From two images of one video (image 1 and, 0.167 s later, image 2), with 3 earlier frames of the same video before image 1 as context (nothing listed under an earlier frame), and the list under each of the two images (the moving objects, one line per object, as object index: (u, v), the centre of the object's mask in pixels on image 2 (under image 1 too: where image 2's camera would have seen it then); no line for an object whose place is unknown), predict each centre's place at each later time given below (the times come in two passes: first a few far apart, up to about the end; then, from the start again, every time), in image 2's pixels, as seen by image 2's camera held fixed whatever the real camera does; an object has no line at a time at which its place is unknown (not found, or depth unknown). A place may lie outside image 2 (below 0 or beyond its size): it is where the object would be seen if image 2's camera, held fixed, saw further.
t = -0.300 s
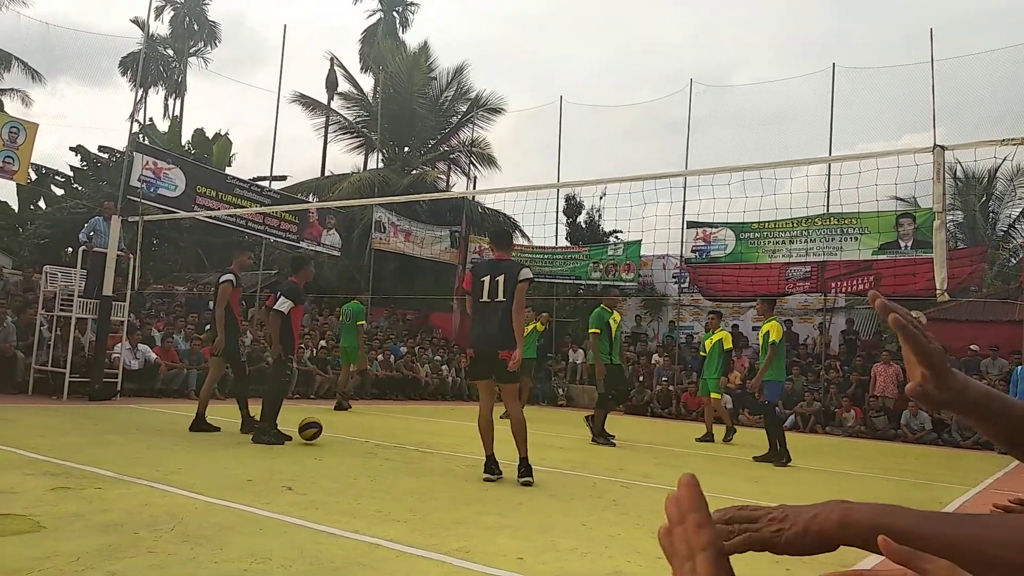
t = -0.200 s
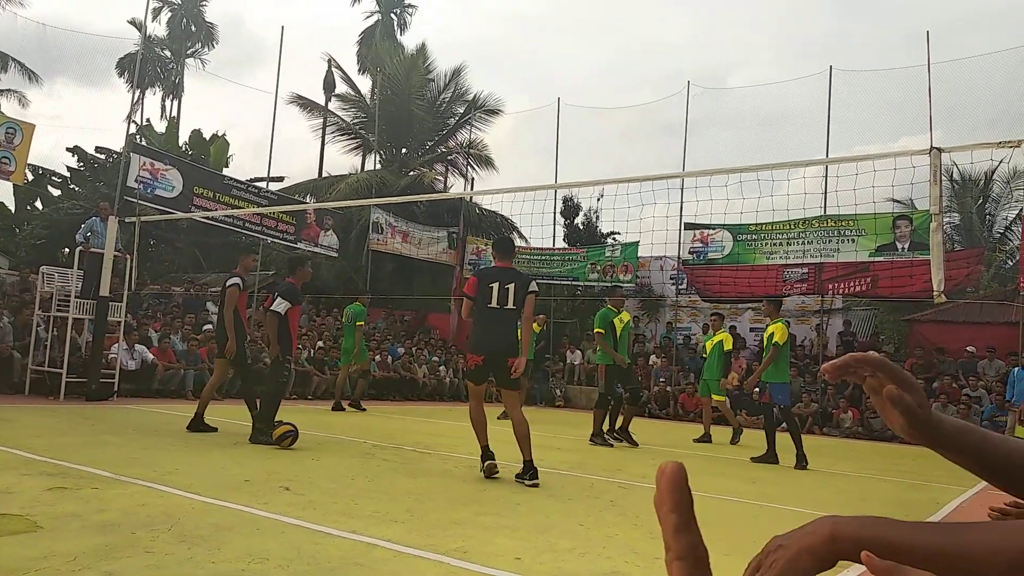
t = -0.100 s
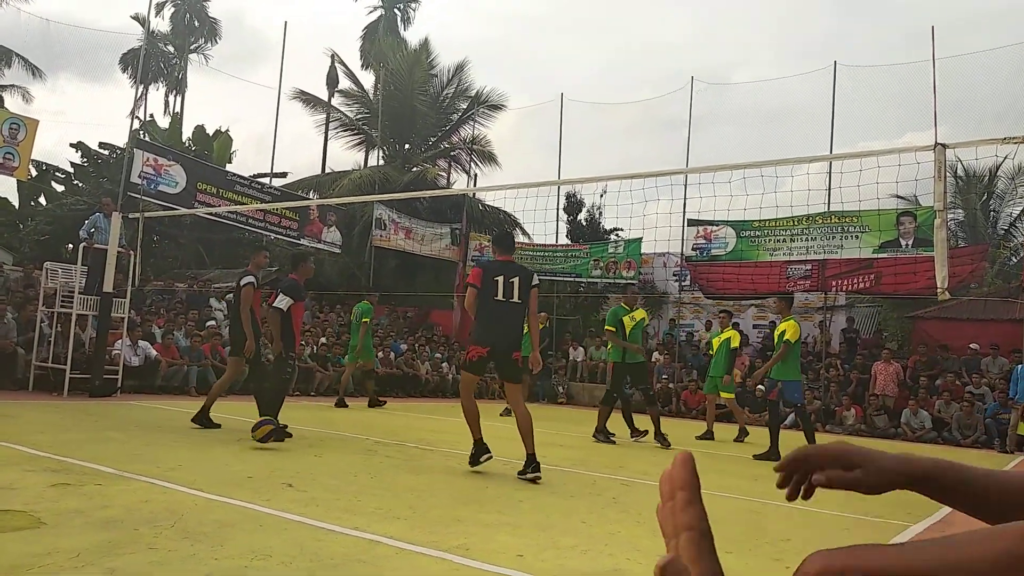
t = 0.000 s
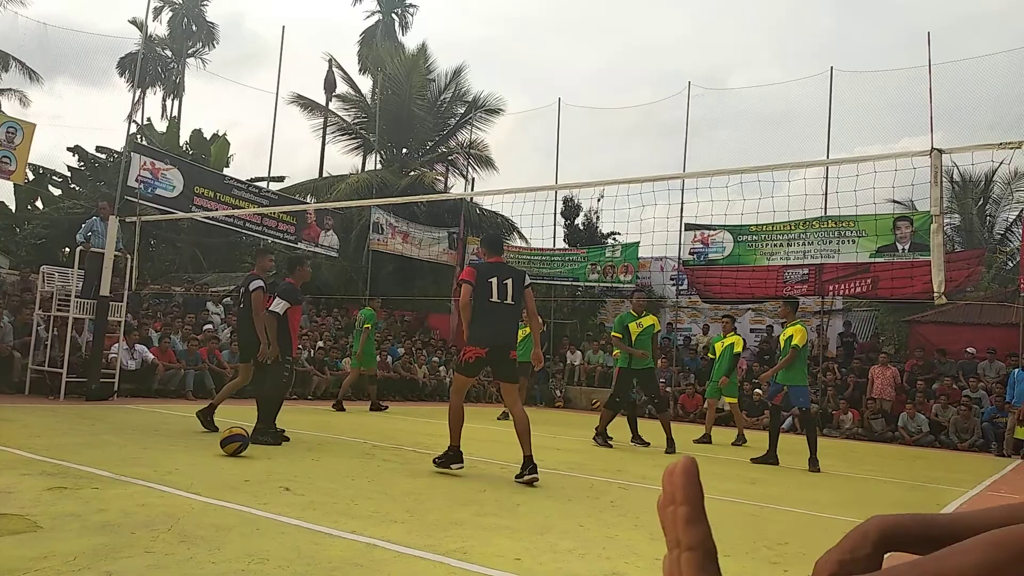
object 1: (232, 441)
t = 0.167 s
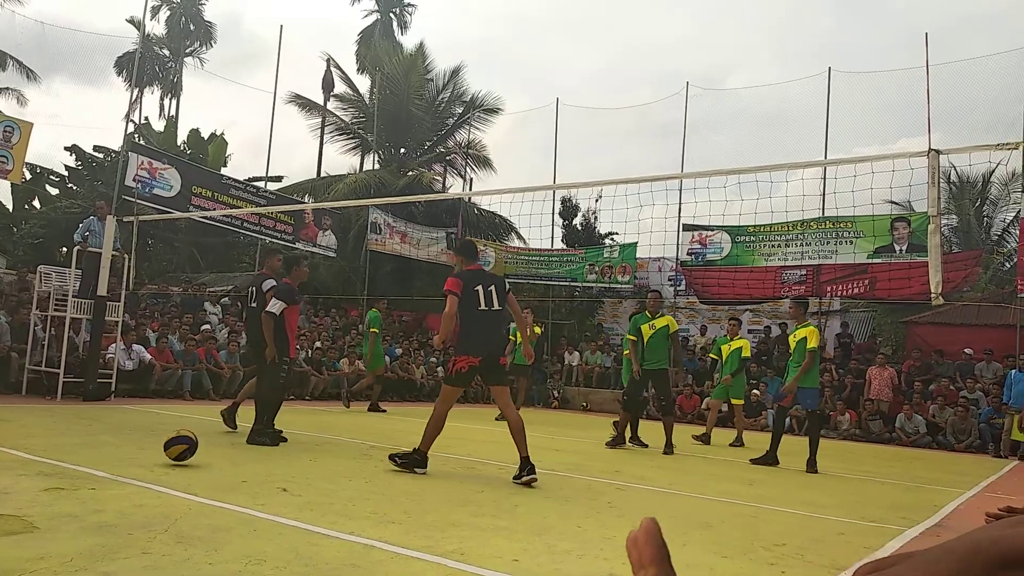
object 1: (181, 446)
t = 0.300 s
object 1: (131, 452)
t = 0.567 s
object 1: (7, 470)
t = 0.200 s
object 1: (168, 452)
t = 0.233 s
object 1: (157, 450)
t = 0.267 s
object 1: (144, 450)
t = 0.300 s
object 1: (131, 452)
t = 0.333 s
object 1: (117, 456)
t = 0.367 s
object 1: (102, 461)
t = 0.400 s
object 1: (87, 459)
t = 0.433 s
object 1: (71, 460)
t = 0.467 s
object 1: (53, 464)
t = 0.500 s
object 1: (35, 469)
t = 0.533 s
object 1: (16, 470)
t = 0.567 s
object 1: (7, 470)
